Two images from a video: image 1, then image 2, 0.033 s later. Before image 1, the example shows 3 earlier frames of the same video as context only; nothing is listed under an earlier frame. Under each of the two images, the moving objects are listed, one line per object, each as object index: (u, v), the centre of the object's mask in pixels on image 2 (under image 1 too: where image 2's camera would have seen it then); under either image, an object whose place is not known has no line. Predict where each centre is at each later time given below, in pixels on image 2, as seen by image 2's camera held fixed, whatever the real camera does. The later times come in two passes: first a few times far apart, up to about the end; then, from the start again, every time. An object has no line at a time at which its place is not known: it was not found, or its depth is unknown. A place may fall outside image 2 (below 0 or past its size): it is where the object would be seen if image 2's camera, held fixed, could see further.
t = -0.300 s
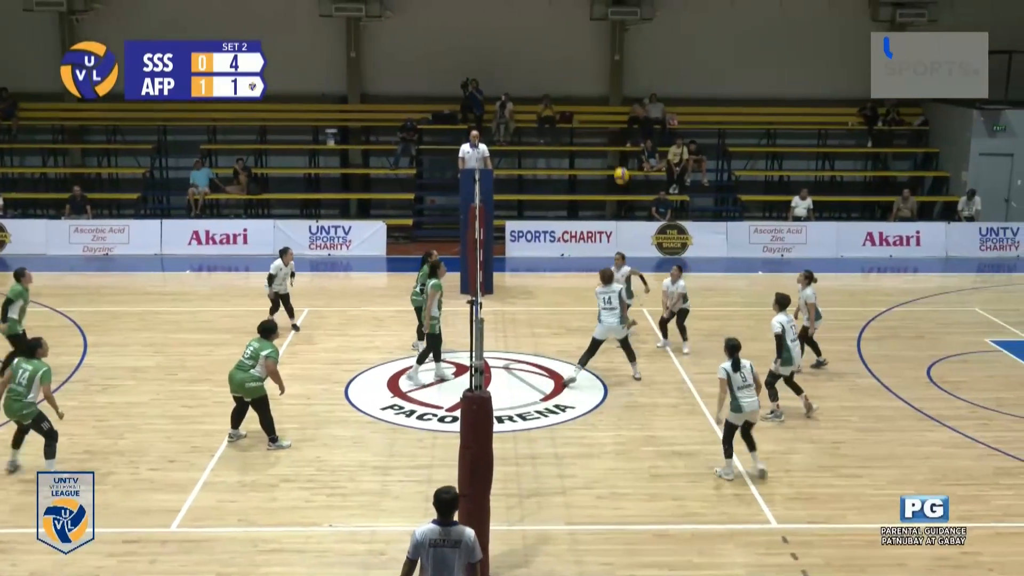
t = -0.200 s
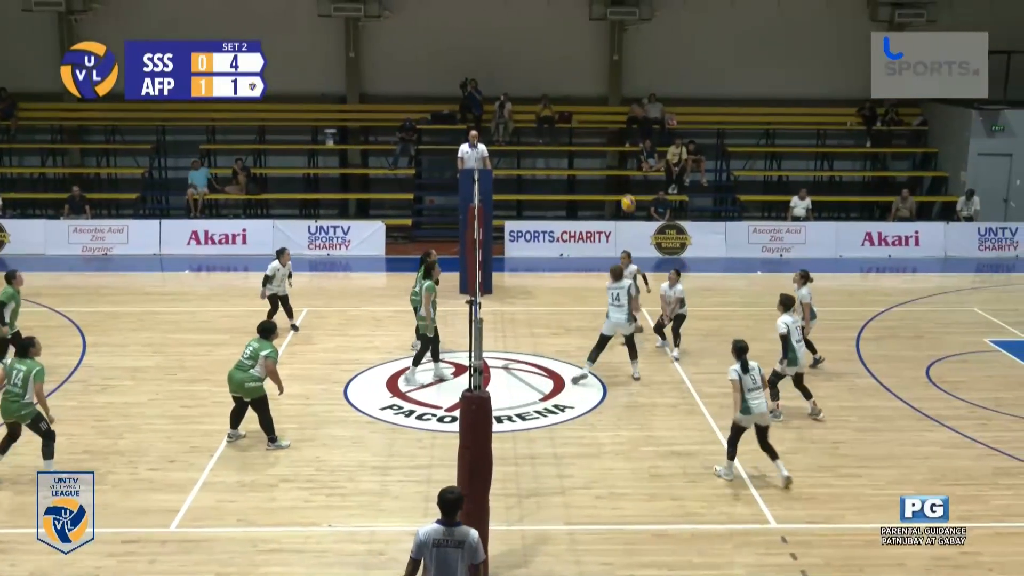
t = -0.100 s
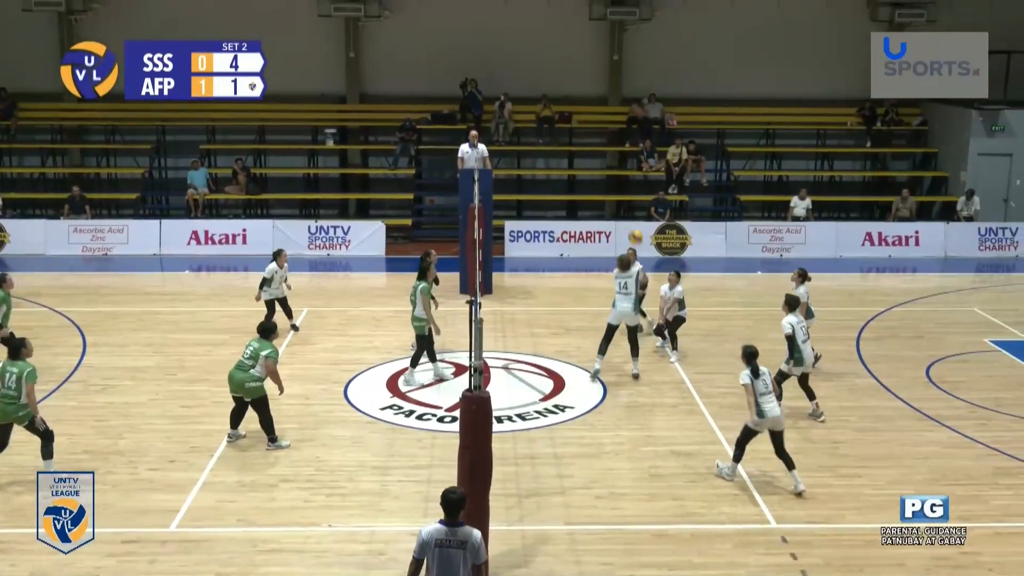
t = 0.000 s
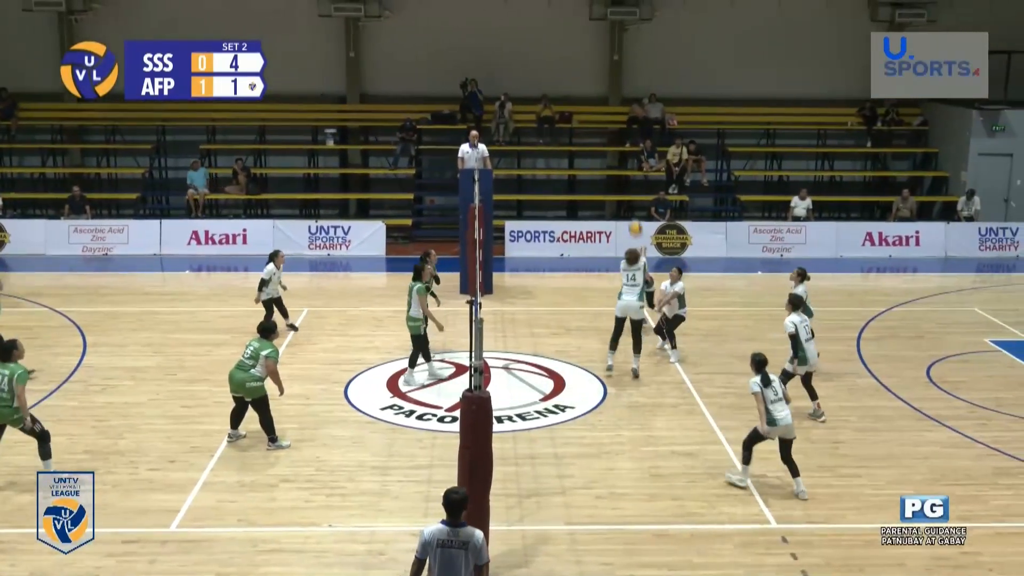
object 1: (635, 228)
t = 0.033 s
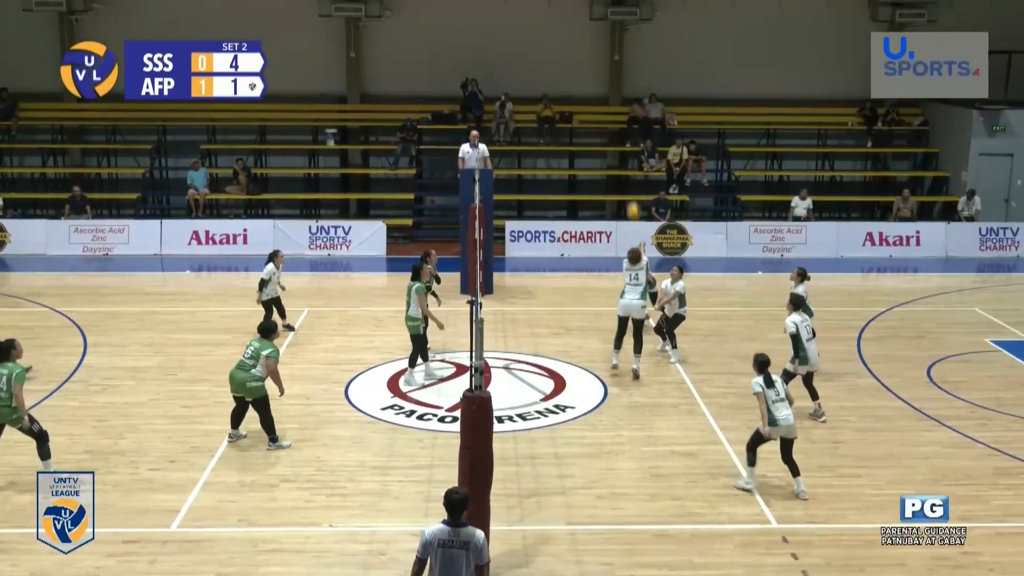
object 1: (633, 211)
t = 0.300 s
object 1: (614, 97)
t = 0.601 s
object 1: (596, 29)
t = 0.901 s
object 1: (577, 24)
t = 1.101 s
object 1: (563, 53)
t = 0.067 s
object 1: (631, 192)
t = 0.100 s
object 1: (628, 178)
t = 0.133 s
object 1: (626, 162)
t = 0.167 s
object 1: (624, 148)
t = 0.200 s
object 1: (621, 134)
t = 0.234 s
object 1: (619, 120)
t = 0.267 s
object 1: (616, 107)
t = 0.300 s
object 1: (614, 97)
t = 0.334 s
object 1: (612, 86)
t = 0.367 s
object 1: (610, 76)
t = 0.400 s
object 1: (608, 68)
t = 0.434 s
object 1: (606, 59)
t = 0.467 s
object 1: (604, 48)
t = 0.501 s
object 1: (602, 41)
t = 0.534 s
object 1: (599, 38)
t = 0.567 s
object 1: (598, 33)
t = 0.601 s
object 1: (596, 29)
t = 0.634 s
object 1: (594, 25)
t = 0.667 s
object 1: (592, 22)
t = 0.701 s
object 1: (589, 20)
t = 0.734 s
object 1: (587, 19)
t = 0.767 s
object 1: (585, 17)
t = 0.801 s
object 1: (583, 18)
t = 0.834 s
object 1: (580, 20)
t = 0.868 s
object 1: (579, 22)
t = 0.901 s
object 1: (577, 24)
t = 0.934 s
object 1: (574, 27)
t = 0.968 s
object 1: (572, 31)
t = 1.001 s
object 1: (570, 35)
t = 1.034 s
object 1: (568, 40)
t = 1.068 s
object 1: (566, 46)
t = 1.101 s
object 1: (563, 53)
